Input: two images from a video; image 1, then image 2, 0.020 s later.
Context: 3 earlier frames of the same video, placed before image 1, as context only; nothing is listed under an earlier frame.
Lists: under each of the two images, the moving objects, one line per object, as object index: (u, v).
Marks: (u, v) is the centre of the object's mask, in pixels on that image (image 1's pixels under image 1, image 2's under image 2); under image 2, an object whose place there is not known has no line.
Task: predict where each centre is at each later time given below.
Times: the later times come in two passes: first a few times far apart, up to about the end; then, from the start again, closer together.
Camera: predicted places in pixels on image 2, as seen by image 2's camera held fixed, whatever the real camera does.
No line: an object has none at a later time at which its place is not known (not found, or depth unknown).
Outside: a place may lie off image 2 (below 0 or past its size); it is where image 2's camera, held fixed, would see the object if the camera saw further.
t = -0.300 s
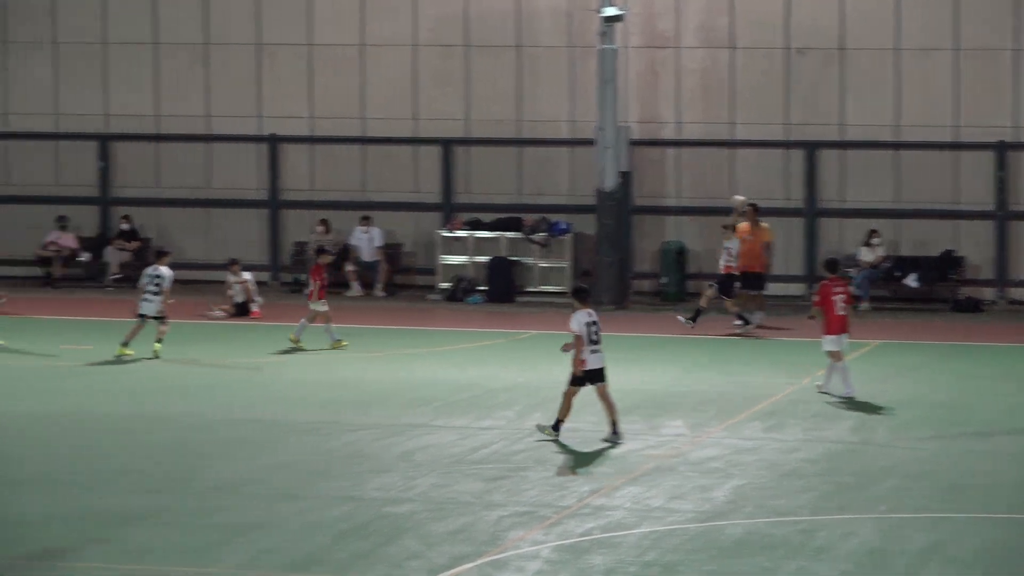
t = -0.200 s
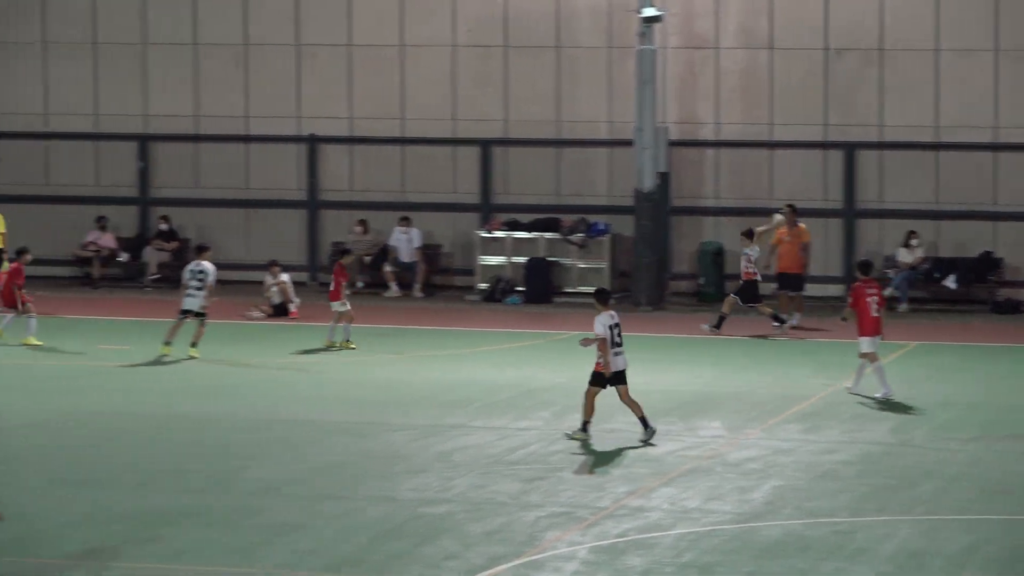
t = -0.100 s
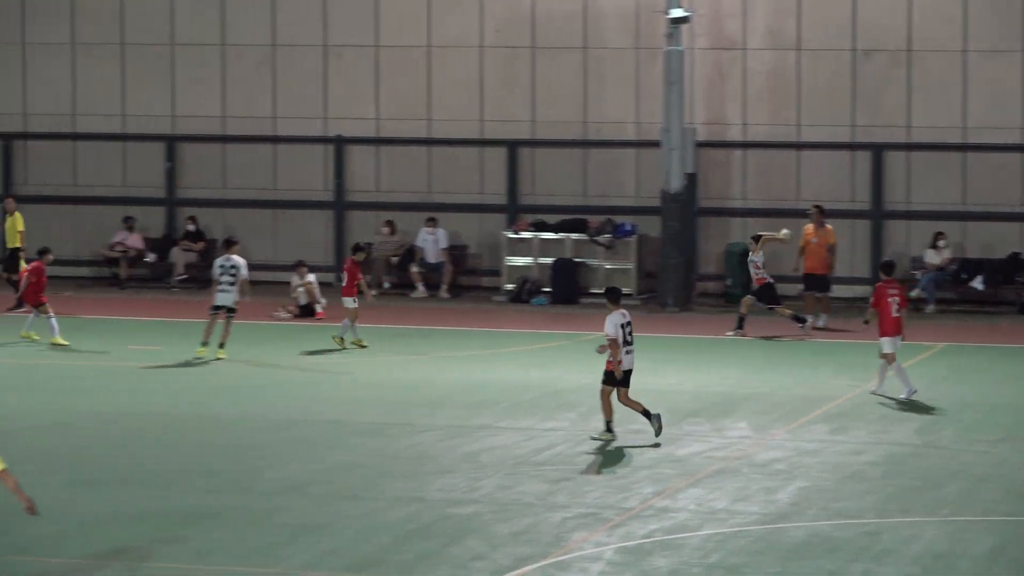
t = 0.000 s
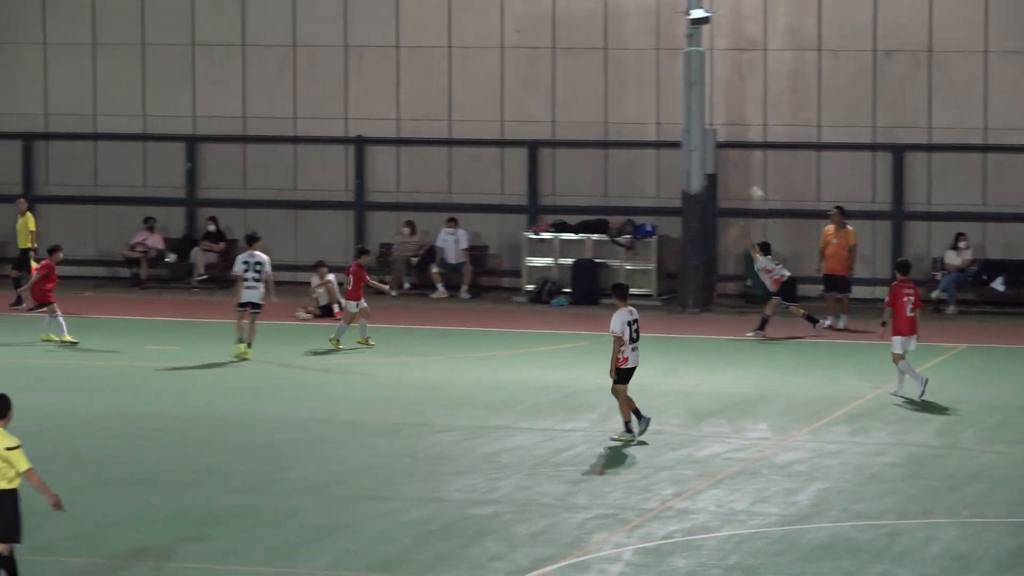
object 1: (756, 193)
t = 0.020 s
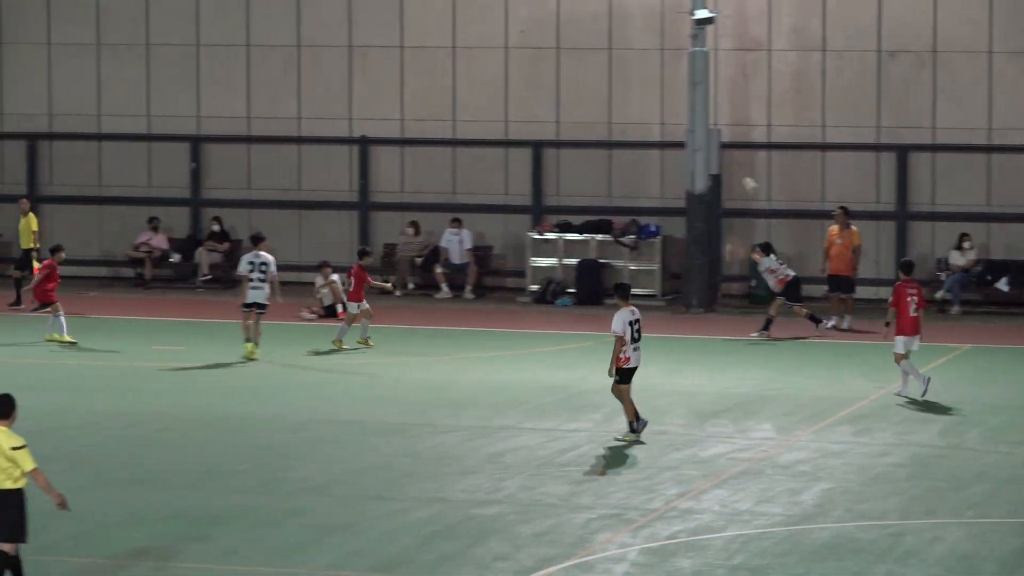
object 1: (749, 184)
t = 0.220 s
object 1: (634, 110)
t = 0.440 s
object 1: (509, 57)
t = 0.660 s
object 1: (384, 36)
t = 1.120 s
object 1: (132, 98)
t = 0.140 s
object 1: (680, 137)
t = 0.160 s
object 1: (668, 128)
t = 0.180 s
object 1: (657, 121)
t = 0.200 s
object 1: (645, 115)
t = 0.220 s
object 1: (634, 110)
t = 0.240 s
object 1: (622, 104)
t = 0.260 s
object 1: (611, 98)
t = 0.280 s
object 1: (599, 91)
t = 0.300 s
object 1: (588, 87)
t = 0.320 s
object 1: (577, 82)
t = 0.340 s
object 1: (565, 77)
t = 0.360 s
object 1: (553, 73)
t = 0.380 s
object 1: (542, 68)
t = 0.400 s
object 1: (531, 64)
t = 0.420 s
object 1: (519, 61)
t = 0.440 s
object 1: (509, 57)
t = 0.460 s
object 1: (497, 54)
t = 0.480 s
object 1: (486, 51)
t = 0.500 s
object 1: (475, 48)
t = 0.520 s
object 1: (464, 46)
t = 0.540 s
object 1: (453, 44)
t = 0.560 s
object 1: (441, 42)
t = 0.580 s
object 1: (430, 40)
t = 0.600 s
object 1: (418, 39)
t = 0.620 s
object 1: (407, 38)
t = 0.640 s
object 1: (396, 37)
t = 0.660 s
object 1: (384, 36)
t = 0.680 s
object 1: (373, 36)
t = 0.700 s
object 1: (361, 36)
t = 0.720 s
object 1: (350, 36)
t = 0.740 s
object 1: (339, 37)
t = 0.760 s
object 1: (328, 37)
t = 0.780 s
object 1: (316, 39)
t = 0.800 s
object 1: (305, 40)
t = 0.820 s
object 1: (293, 42)
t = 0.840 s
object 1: (282, 43)
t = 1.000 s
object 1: (195, 67)
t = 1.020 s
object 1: (184, 73)
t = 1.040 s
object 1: (174, 77)
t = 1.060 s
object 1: (164, 82)
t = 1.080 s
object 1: (154, 86)
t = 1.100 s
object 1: (143, 92)
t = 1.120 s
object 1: (132, 98)
